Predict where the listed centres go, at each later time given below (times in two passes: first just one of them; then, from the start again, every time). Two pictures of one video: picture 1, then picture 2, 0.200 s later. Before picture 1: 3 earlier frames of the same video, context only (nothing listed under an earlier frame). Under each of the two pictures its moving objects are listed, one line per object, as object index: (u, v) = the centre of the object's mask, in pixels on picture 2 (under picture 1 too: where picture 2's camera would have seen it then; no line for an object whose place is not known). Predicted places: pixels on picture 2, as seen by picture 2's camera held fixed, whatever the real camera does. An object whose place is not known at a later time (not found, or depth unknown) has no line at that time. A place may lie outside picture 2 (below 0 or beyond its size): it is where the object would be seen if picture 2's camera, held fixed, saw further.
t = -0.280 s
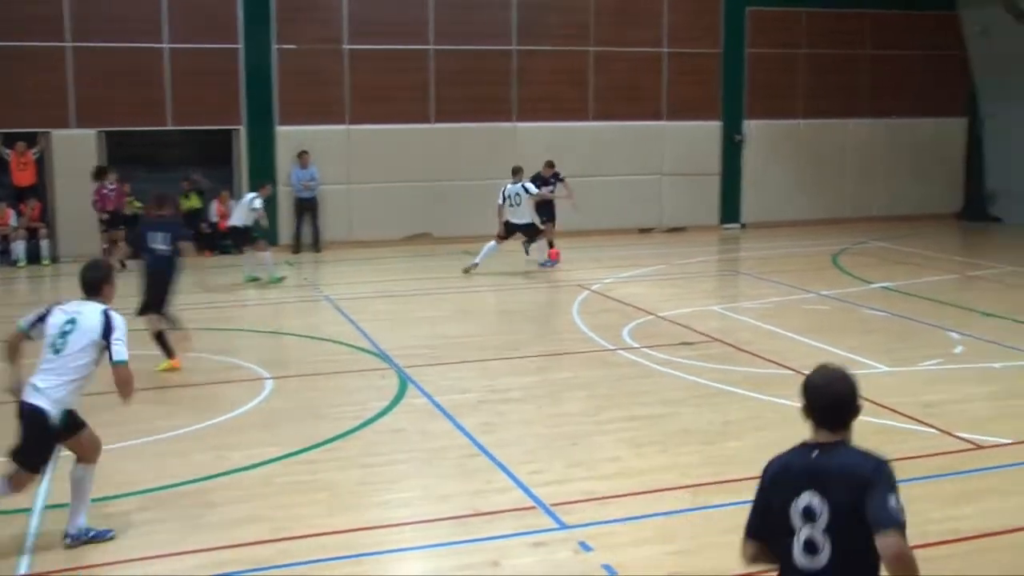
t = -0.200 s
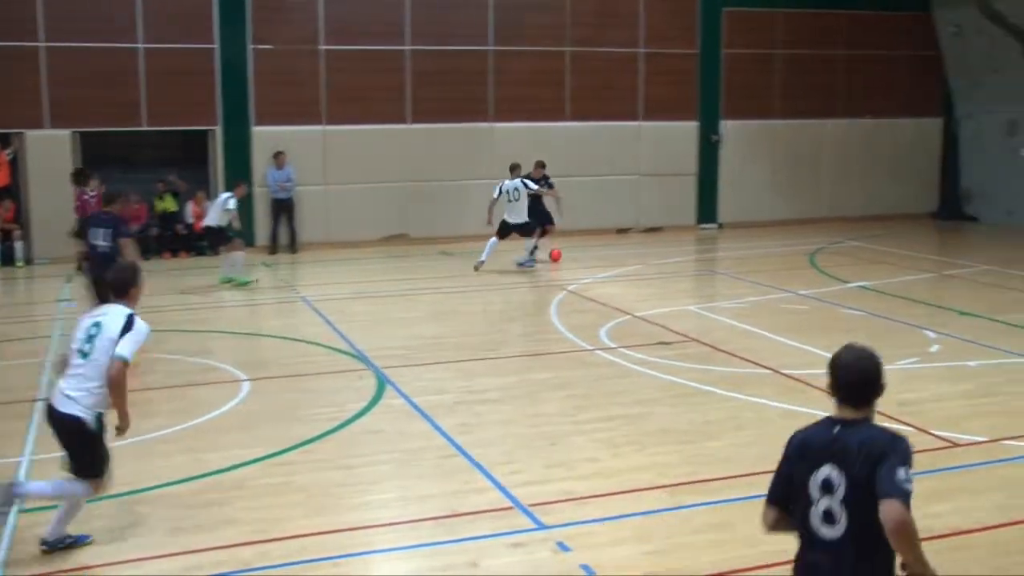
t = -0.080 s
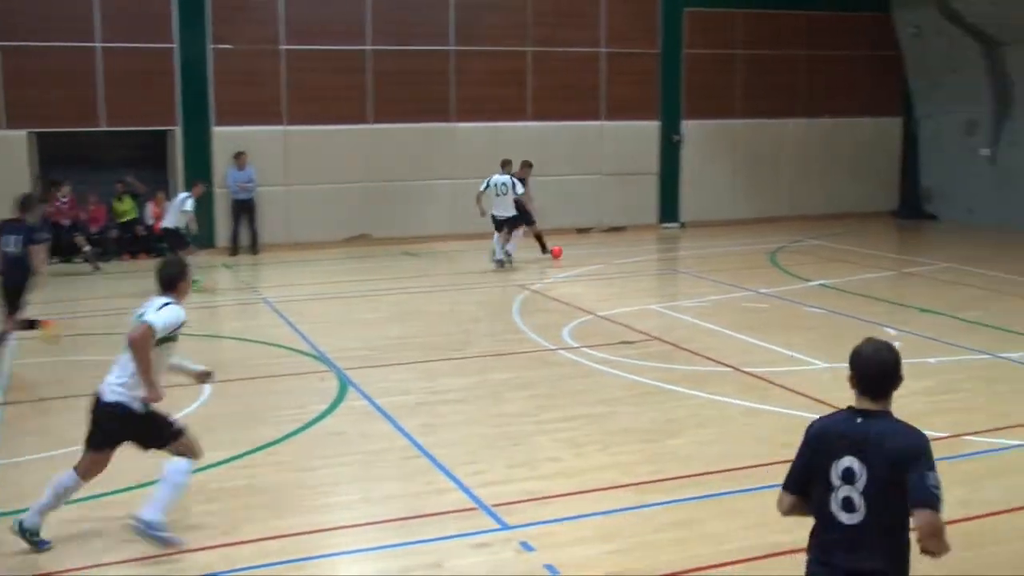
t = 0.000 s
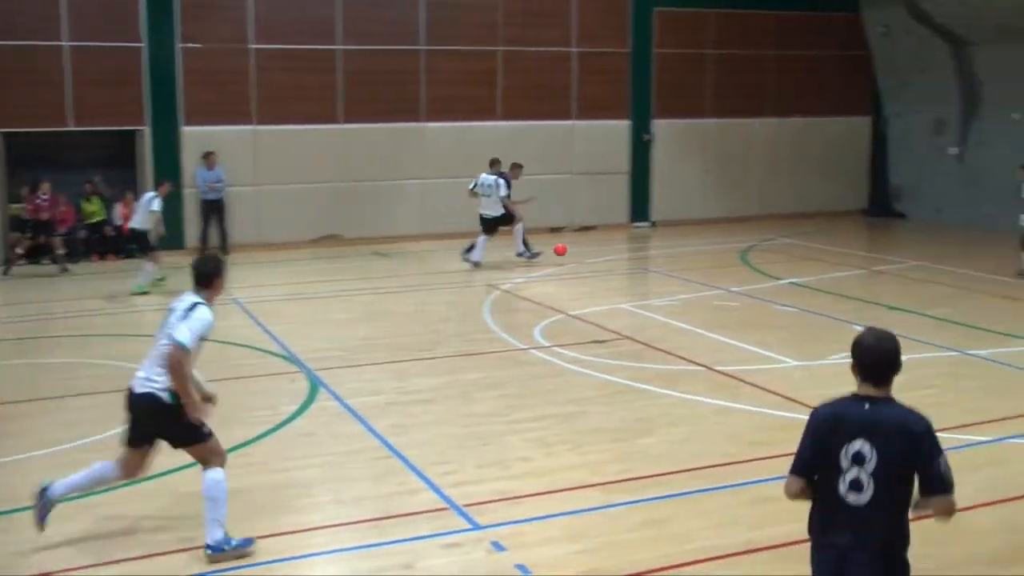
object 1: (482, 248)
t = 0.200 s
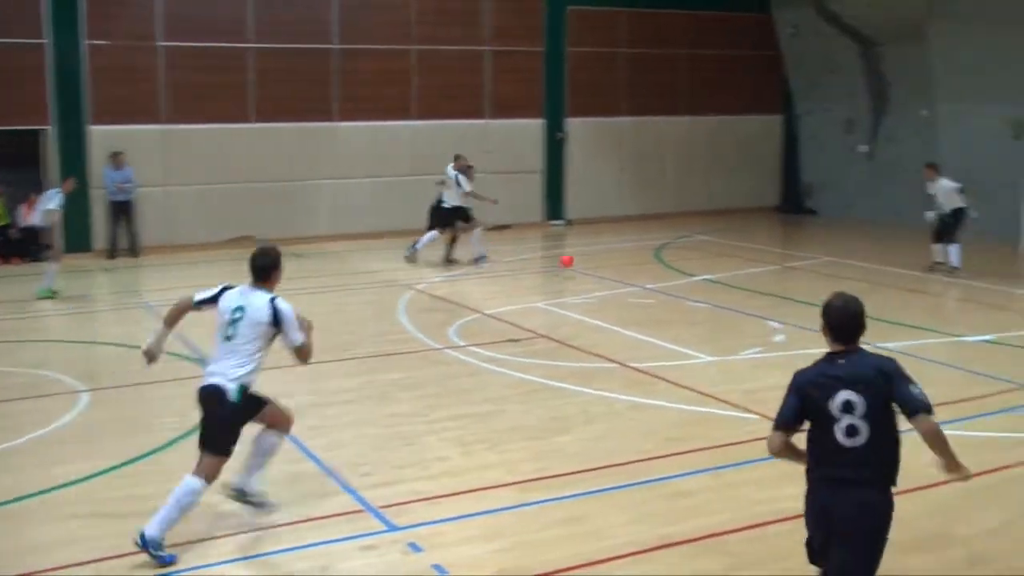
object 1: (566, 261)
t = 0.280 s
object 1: (602, 275)
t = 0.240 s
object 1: (584, 267)
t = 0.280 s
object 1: (602, 275)
